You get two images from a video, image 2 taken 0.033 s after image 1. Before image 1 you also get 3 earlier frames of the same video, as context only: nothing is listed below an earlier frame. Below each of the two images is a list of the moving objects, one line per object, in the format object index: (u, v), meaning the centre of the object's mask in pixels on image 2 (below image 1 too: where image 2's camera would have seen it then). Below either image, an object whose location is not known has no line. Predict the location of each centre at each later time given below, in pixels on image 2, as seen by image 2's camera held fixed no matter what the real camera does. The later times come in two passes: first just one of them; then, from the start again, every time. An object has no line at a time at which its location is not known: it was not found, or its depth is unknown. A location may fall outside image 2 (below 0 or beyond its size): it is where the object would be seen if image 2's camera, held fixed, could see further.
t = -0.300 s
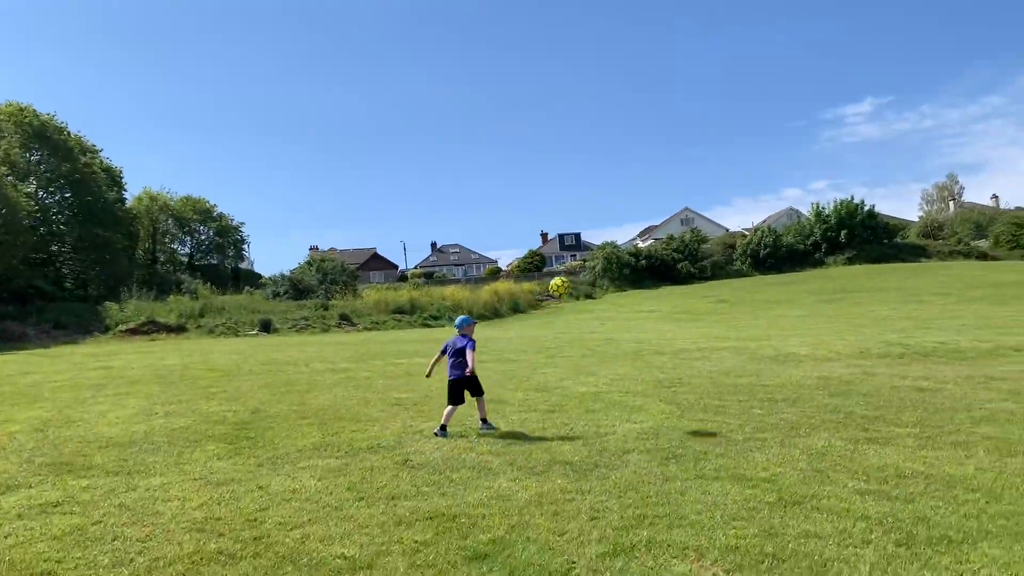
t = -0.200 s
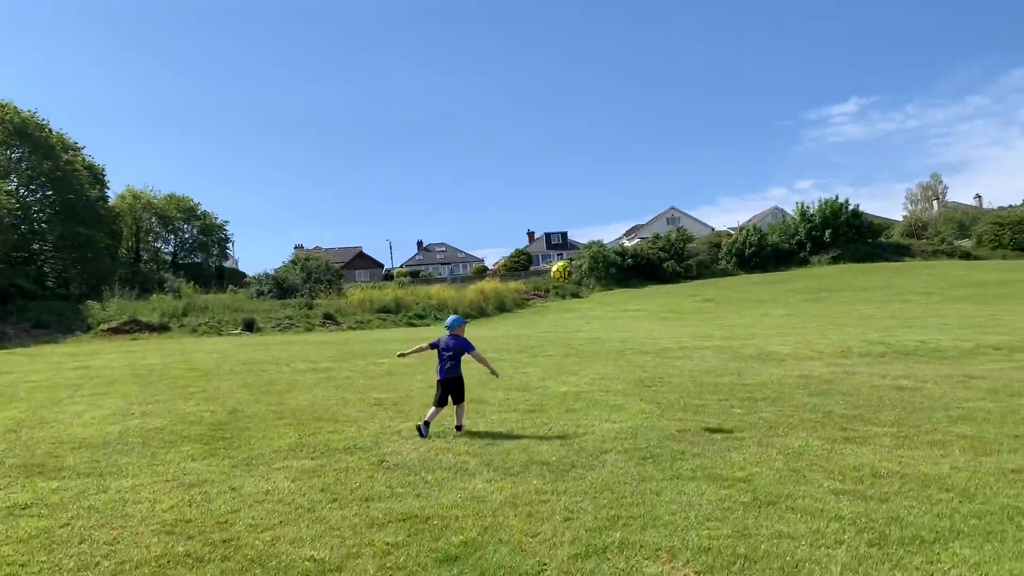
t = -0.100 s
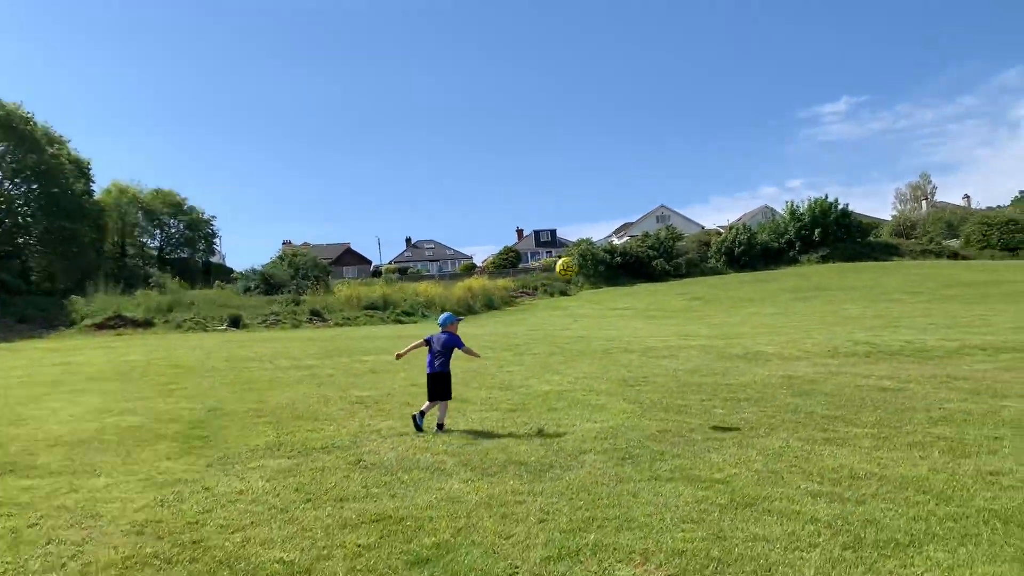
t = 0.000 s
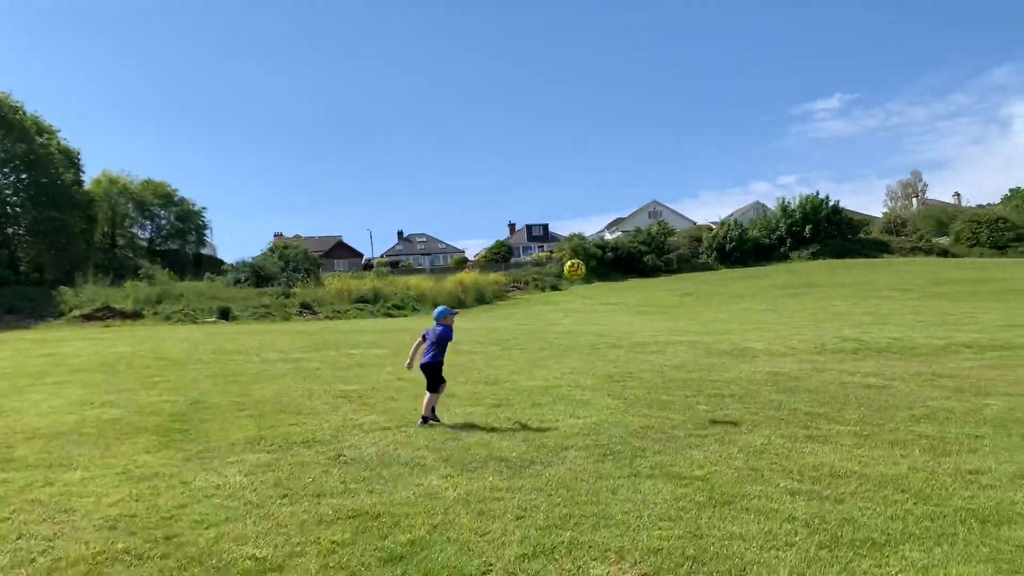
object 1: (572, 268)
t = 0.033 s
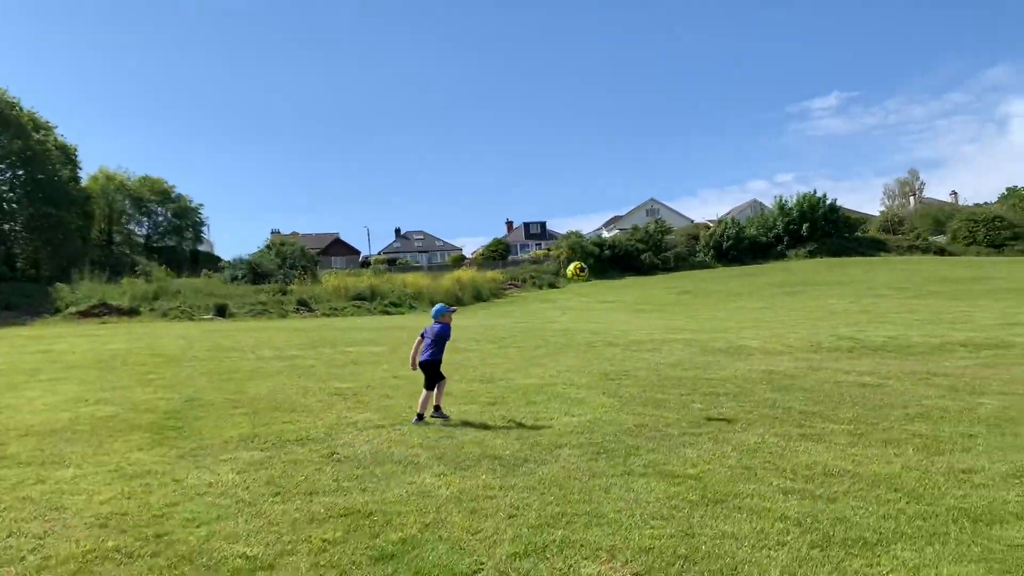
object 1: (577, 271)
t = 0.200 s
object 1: (609, 309)
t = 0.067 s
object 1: (582, 278)
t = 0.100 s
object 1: (588, 284)
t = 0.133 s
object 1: (594, 292)
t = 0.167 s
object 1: (603, 300)
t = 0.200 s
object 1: (609, 309)
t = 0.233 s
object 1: (616, 319)
